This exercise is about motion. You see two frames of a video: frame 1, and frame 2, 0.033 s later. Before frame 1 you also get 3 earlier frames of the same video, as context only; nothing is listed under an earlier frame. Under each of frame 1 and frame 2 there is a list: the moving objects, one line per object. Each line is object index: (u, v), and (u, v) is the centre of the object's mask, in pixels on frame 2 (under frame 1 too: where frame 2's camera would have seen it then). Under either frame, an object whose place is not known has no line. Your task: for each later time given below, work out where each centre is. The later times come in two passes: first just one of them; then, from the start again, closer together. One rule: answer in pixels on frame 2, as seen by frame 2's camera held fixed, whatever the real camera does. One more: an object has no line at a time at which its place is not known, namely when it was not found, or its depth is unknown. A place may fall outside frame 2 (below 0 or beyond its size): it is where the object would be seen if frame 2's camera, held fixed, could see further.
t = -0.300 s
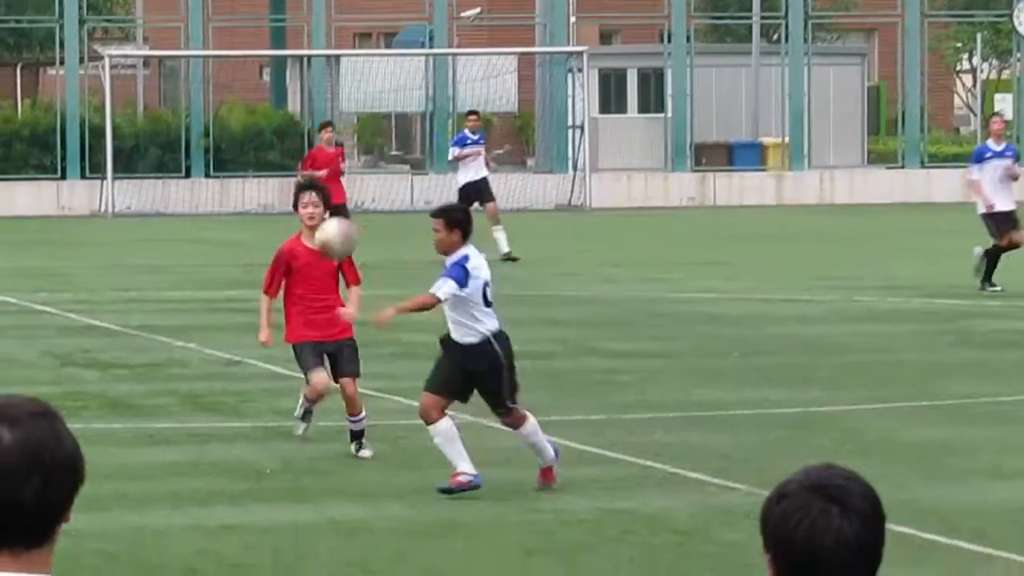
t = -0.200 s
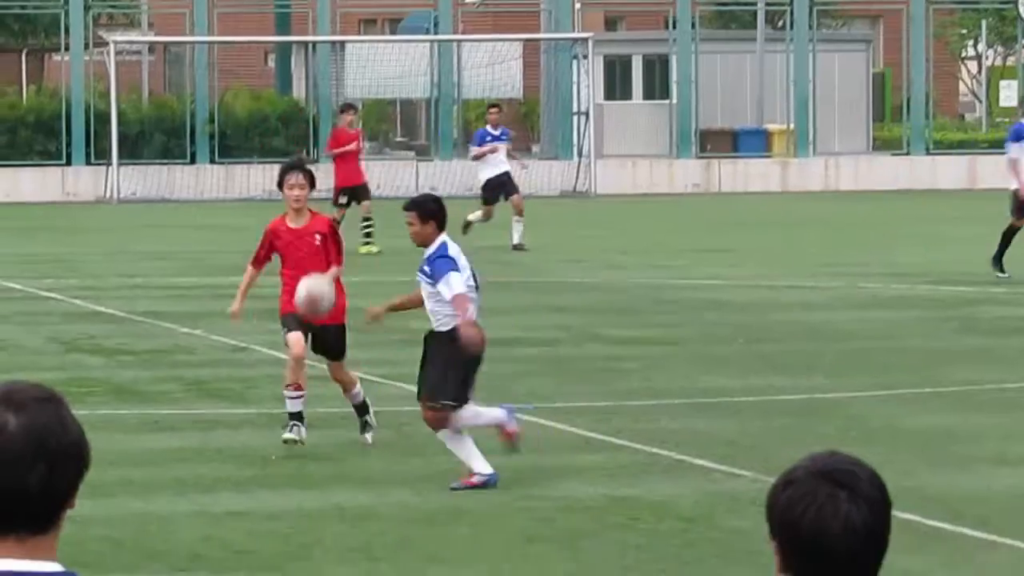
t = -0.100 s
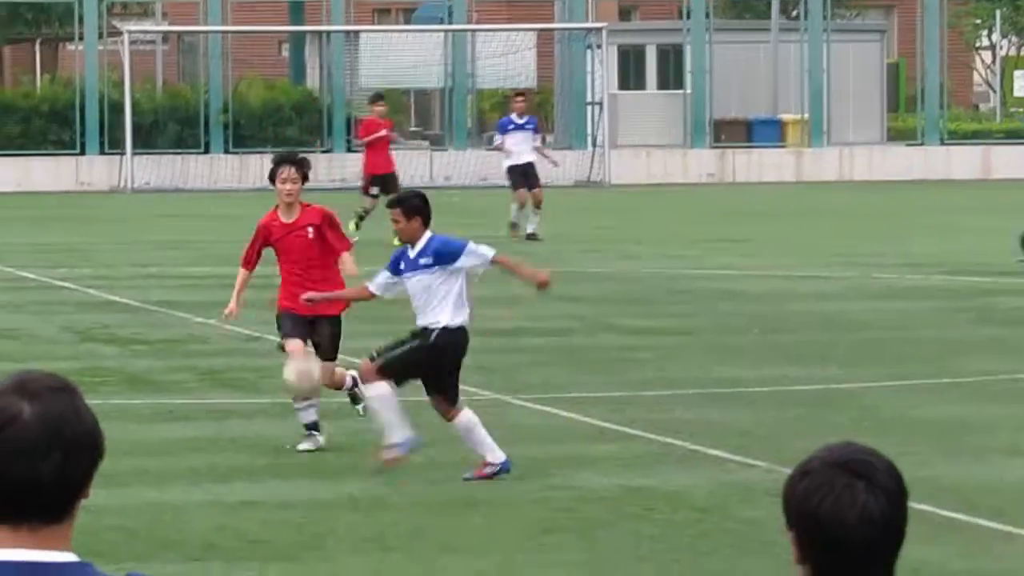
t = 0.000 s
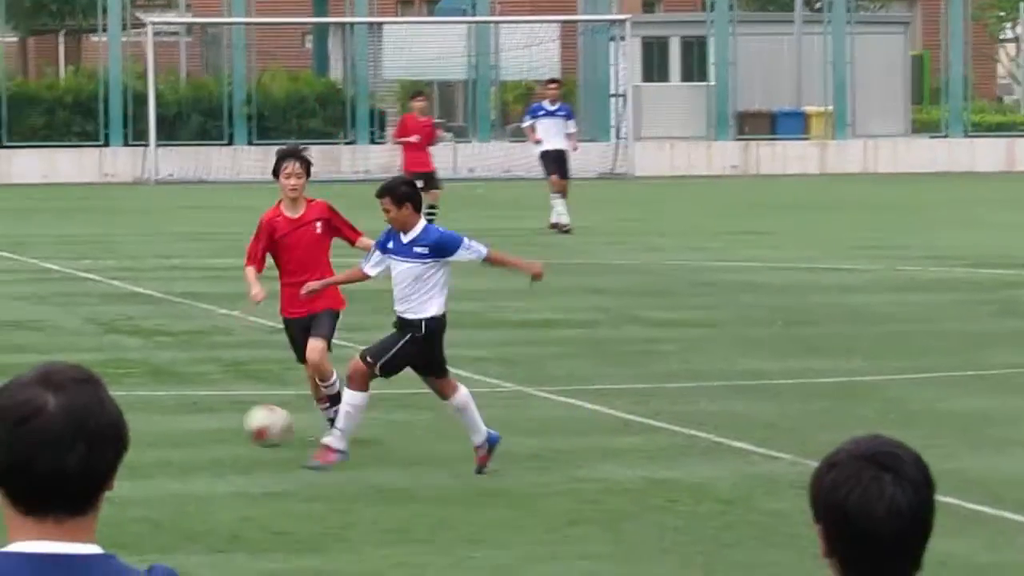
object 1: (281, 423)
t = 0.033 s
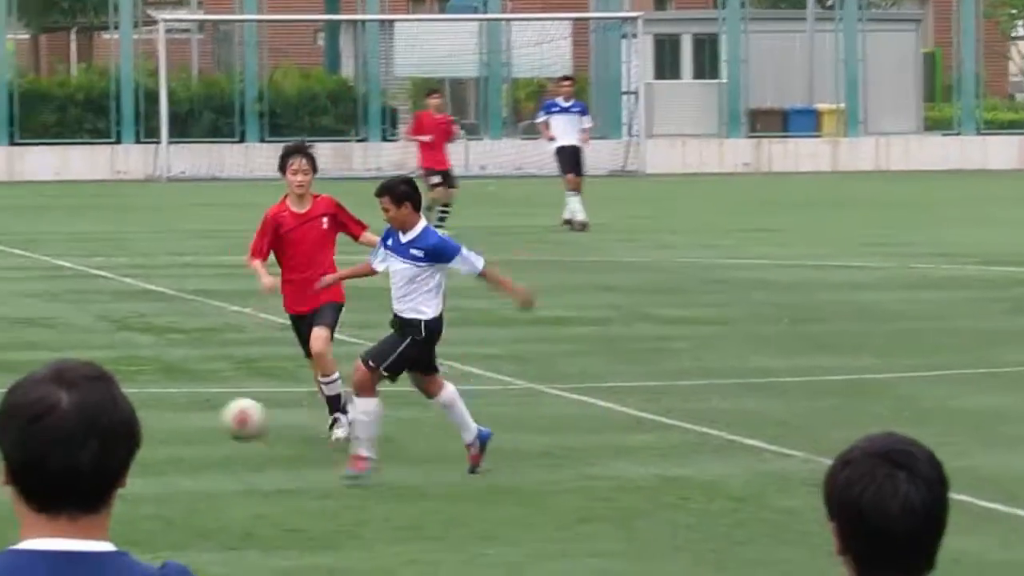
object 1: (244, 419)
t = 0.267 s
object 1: (-23, 458)
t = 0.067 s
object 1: (208, 417)
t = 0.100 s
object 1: (171, 416)
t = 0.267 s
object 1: (-23, 458)
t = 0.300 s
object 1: (-63, 472)
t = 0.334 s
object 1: (-107, 488)
